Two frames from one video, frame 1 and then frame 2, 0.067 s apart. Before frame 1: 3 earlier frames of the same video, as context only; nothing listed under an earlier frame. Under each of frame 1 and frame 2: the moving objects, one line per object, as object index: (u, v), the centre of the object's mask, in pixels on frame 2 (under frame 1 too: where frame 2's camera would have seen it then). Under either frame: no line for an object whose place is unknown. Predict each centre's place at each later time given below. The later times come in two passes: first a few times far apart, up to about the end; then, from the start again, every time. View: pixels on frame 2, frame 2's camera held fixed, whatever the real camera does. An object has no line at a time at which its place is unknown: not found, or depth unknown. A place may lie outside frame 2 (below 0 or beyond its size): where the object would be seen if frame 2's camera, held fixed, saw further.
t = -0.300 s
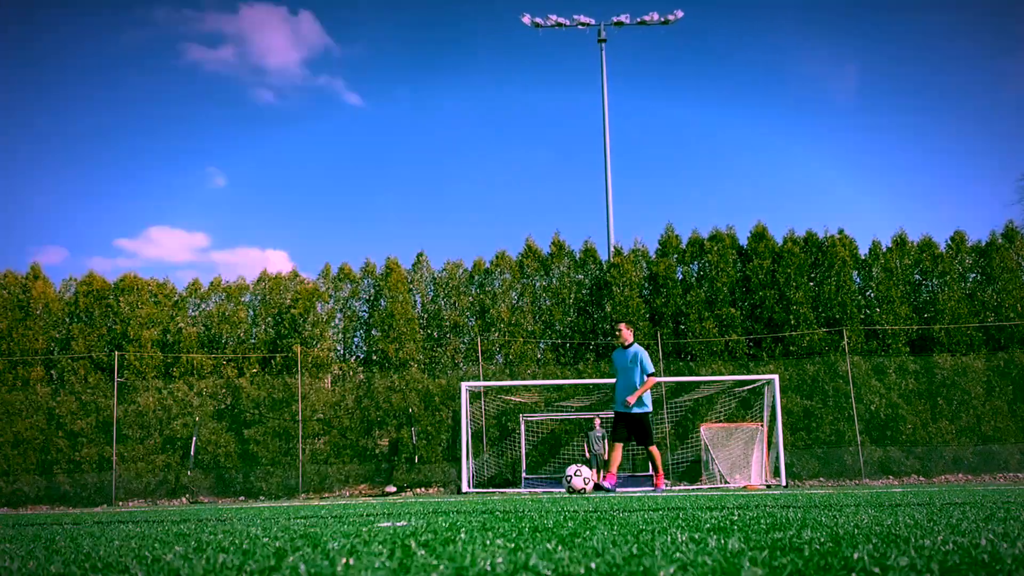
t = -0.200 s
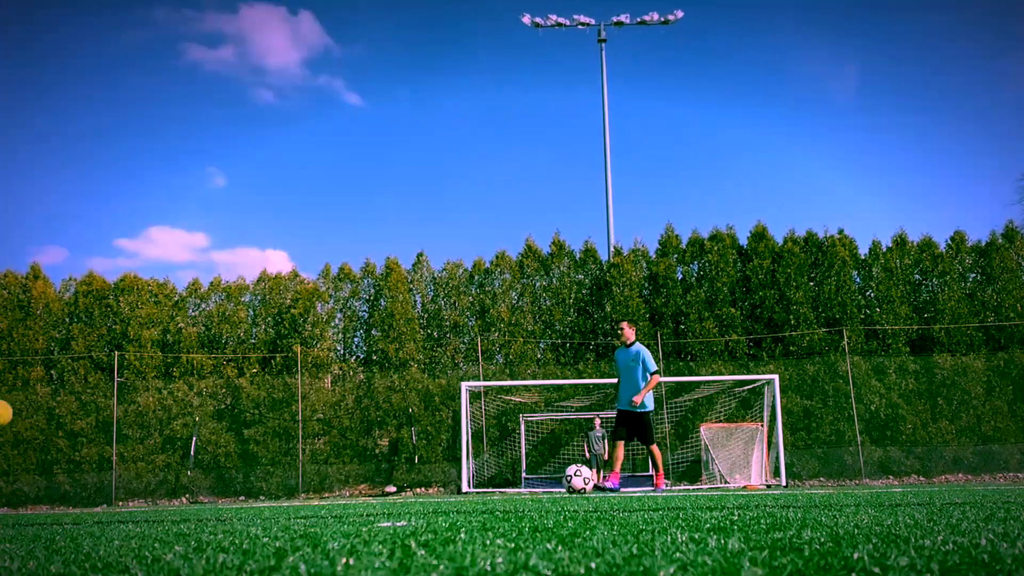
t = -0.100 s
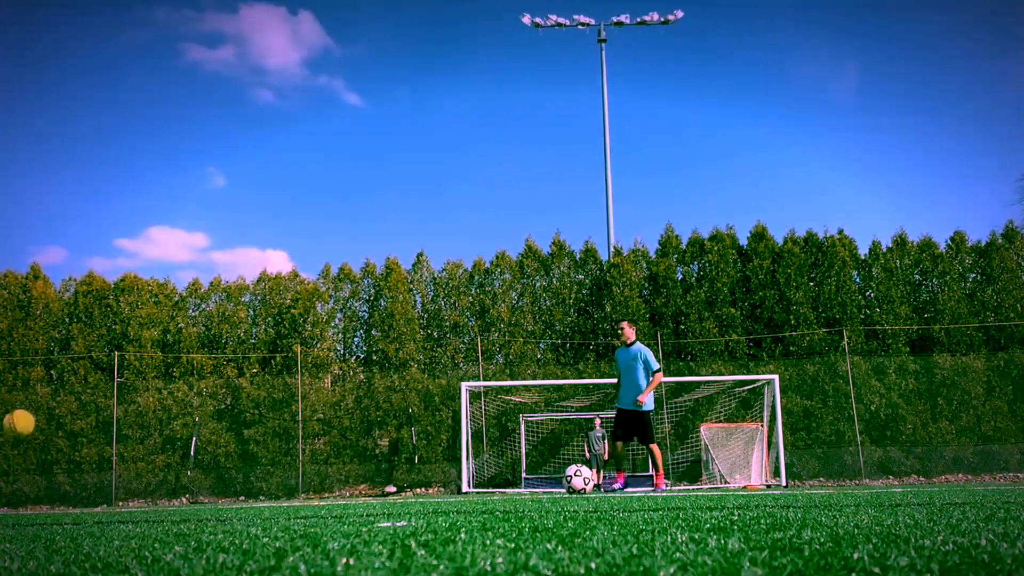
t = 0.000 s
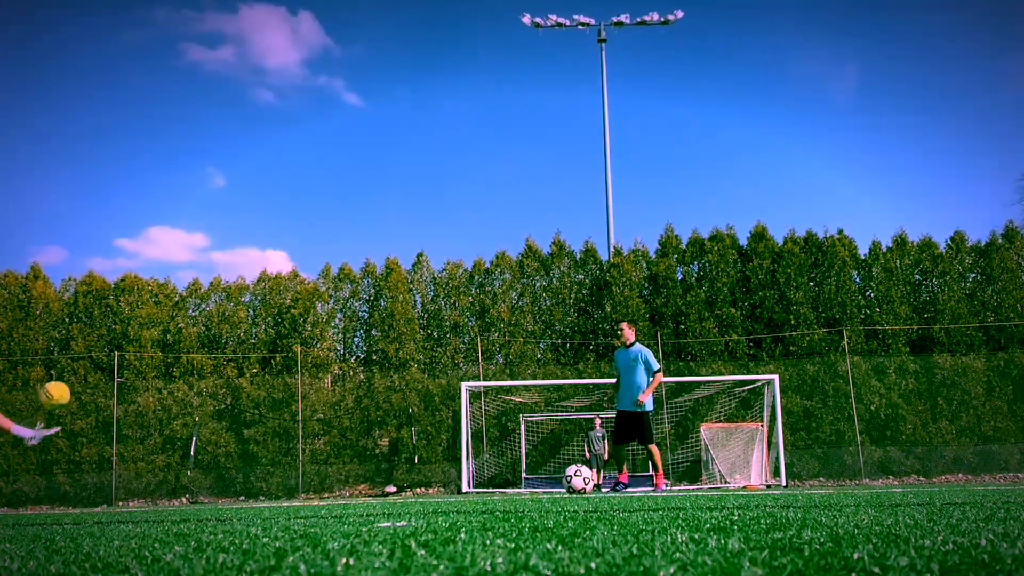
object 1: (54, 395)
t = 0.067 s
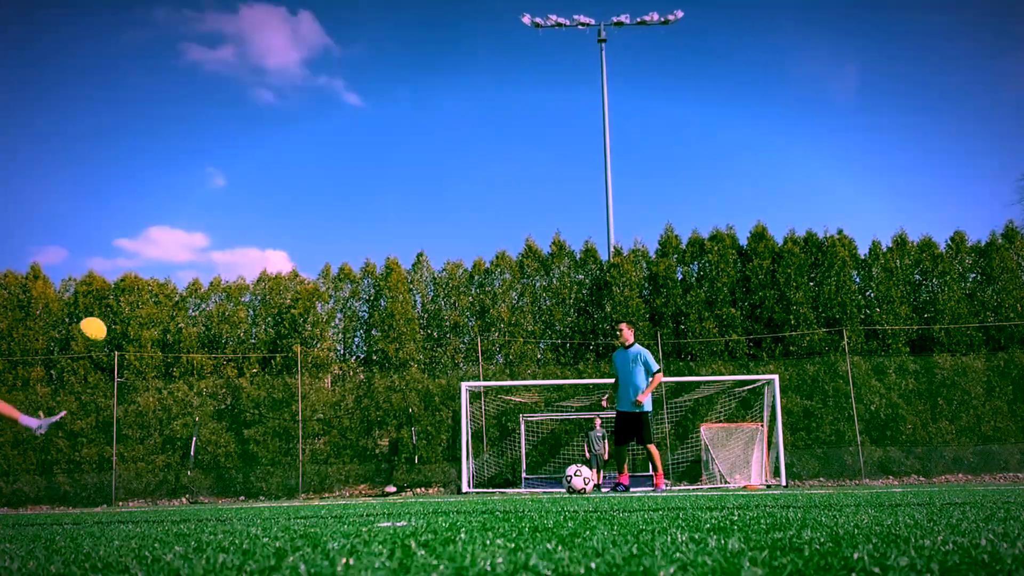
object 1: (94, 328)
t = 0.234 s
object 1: (175, 202)
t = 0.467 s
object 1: (276, 87)
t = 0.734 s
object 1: (375, 36)
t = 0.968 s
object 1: (452, 52)
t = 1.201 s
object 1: (522, 123)
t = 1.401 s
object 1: (579, 225)
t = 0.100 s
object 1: (111, 299)
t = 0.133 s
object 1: (126, 272)
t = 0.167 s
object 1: (143, 249)
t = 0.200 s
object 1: (159, 225)
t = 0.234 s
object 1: (175, 202)
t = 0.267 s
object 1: (191, 182)
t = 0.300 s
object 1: (206, 163)
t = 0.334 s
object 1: (221, 145)
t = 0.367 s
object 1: (235, 128)
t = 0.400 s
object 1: (249, 113)
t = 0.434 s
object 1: (263, 100)
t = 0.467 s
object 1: (276, 87)
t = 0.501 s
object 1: (290, 77)
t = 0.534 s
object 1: (302, 67)
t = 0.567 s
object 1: (315, 59)
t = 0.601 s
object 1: (327, 52)
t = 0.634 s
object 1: (339, 46)
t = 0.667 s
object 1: (352, 42)
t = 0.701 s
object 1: (363, 38)
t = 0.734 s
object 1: (375, 36)
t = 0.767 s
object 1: (386, 35)
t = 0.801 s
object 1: (398, 35)
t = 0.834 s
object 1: (409, 36)
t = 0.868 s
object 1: (420, 39)
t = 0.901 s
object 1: (431, 42)
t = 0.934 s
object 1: (441, 47)
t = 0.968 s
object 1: (452, 52)
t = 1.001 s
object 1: (462, 59)
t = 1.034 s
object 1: (473, 67)
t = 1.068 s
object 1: (483, 76)
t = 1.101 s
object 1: (493, 86)
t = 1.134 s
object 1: (503, 97)
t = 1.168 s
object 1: (513, 109)
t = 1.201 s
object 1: (522, 123)
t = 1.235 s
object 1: (532, 137)
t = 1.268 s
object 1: (541, 153)
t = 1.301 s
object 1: (551, 169)
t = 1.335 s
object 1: (560, 187)
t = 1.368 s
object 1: (569, 205)
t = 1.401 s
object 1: (579, 225)
